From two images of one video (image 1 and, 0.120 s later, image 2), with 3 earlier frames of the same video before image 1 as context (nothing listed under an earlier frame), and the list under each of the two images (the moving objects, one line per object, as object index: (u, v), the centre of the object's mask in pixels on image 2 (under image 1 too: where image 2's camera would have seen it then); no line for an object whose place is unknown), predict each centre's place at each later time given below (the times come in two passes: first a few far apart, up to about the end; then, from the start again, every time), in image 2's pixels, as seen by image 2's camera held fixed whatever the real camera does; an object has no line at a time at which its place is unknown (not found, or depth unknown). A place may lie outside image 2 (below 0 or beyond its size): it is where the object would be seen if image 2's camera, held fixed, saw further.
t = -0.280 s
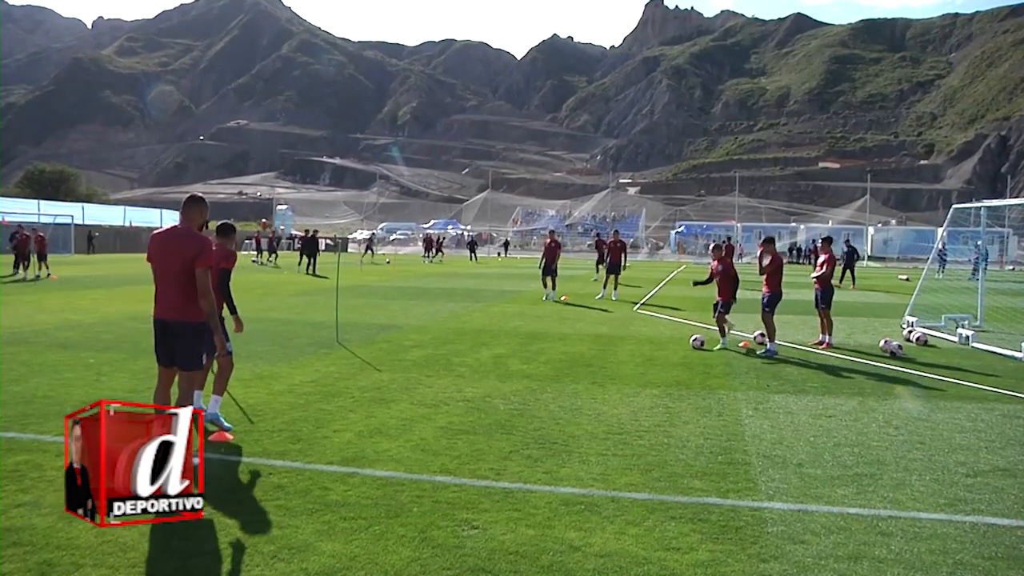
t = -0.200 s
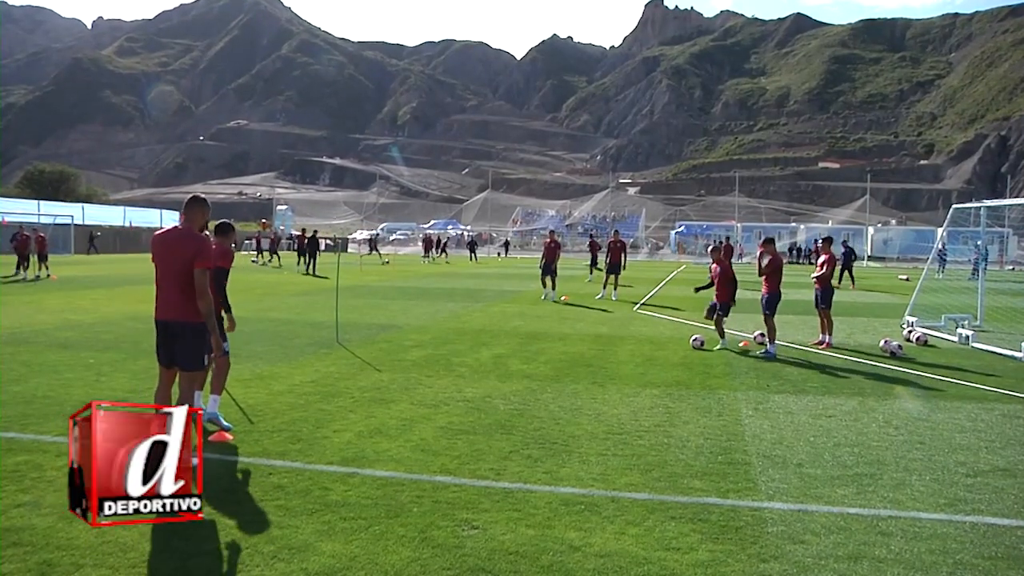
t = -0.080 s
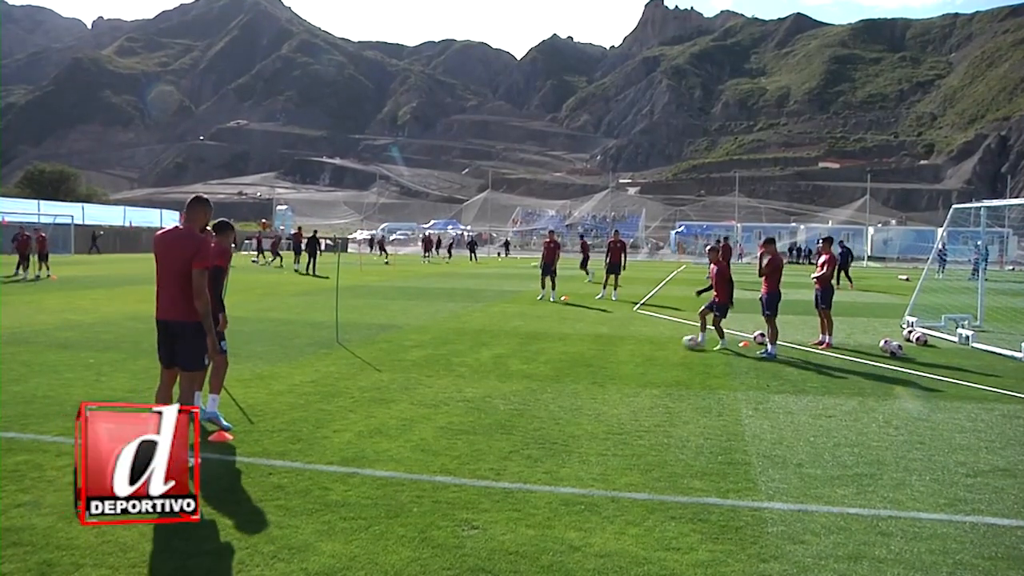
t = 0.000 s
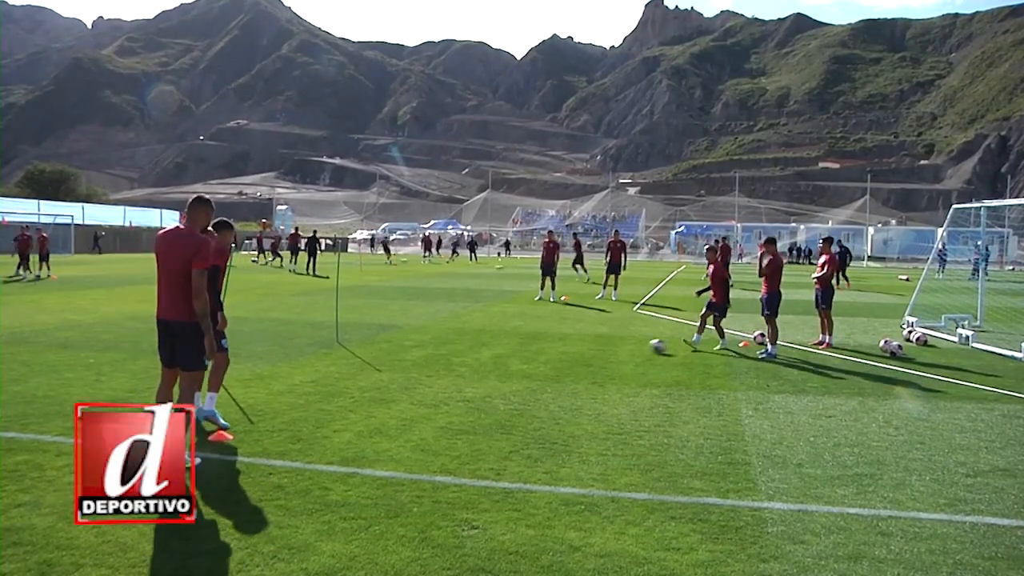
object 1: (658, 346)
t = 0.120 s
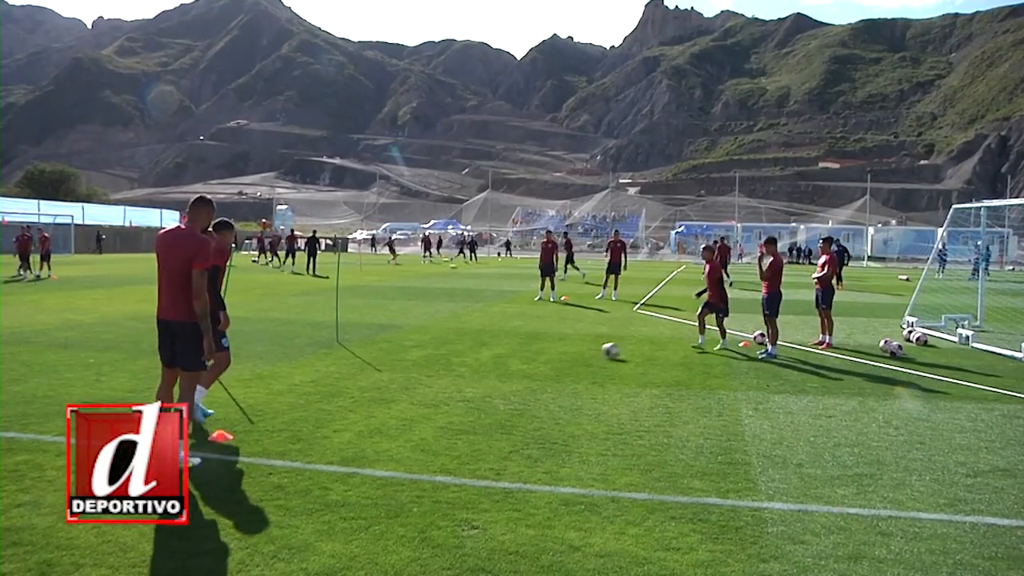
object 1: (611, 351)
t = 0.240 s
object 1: (556, 356)
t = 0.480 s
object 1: (465, 367)
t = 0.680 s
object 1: (393, 373)
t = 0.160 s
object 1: (590, 353)
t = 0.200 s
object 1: (577, 354)
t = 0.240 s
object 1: (556, 356)
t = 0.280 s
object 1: (543, 358)
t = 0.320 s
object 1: (530, 359)
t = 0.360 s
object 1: (510, 362)
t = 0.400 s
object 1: (497, 363)
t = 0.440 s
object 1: (477, 365)
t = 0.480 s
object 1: (465, 367)
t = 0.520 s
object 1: (452, 368)
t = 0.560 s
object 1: (435, 369)
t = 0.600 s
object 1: (423, 370)
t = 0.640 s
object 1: (405, 373)
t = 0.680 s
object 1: (393, 373)
